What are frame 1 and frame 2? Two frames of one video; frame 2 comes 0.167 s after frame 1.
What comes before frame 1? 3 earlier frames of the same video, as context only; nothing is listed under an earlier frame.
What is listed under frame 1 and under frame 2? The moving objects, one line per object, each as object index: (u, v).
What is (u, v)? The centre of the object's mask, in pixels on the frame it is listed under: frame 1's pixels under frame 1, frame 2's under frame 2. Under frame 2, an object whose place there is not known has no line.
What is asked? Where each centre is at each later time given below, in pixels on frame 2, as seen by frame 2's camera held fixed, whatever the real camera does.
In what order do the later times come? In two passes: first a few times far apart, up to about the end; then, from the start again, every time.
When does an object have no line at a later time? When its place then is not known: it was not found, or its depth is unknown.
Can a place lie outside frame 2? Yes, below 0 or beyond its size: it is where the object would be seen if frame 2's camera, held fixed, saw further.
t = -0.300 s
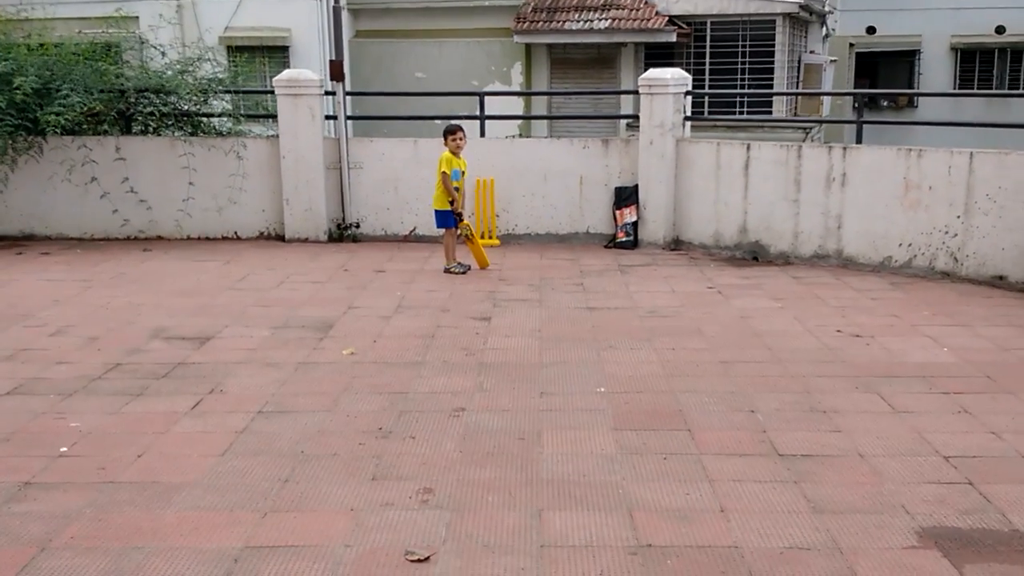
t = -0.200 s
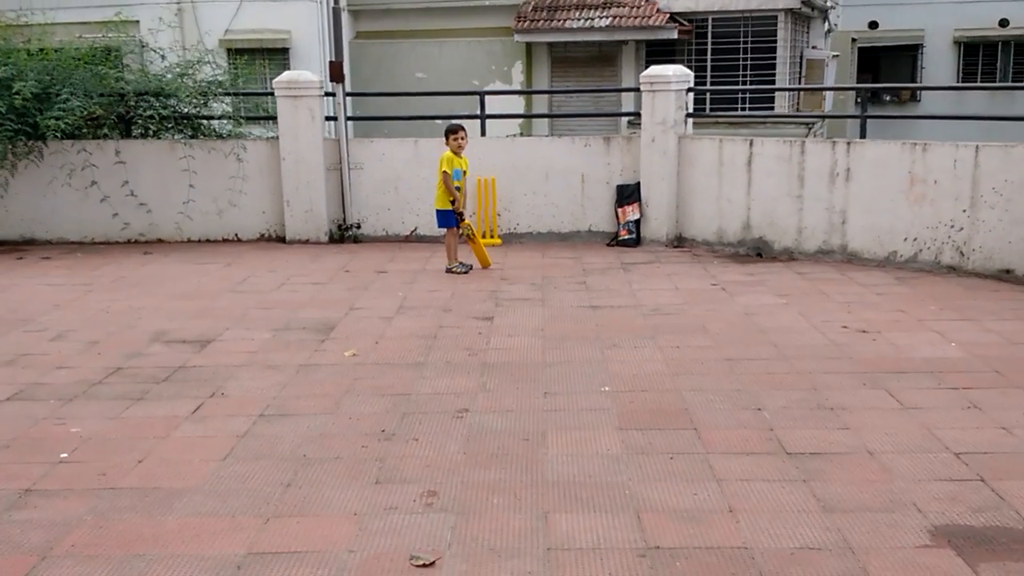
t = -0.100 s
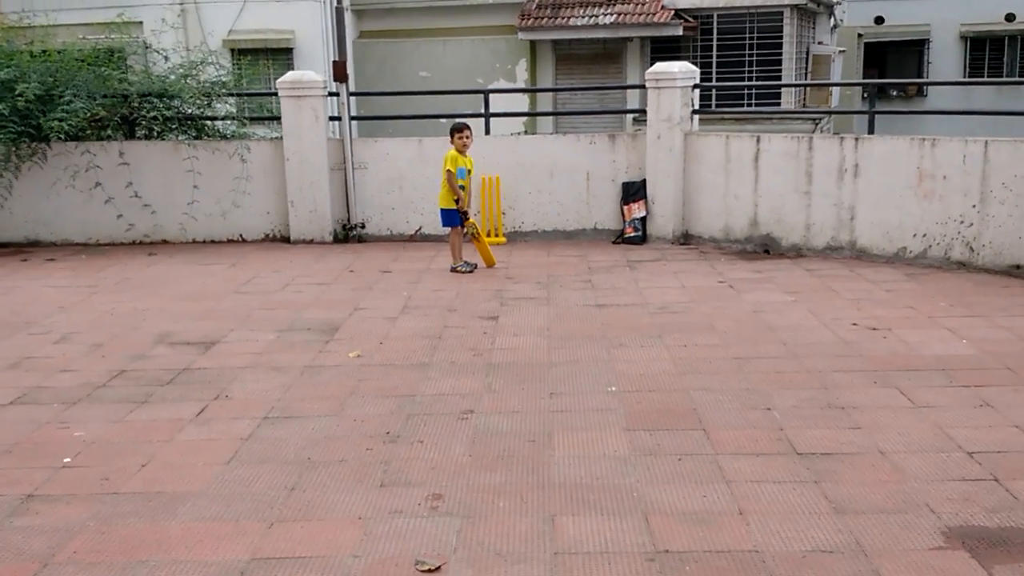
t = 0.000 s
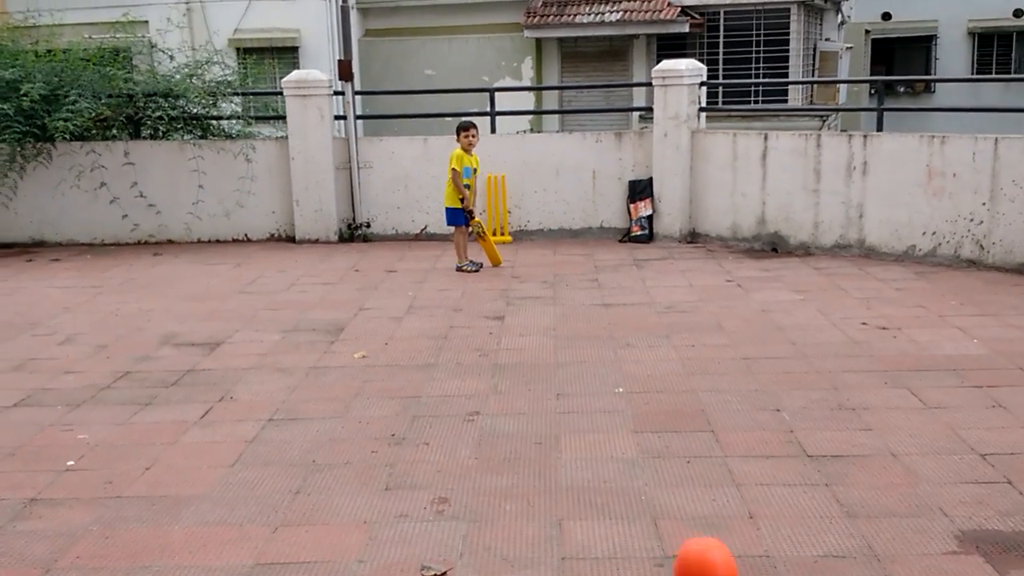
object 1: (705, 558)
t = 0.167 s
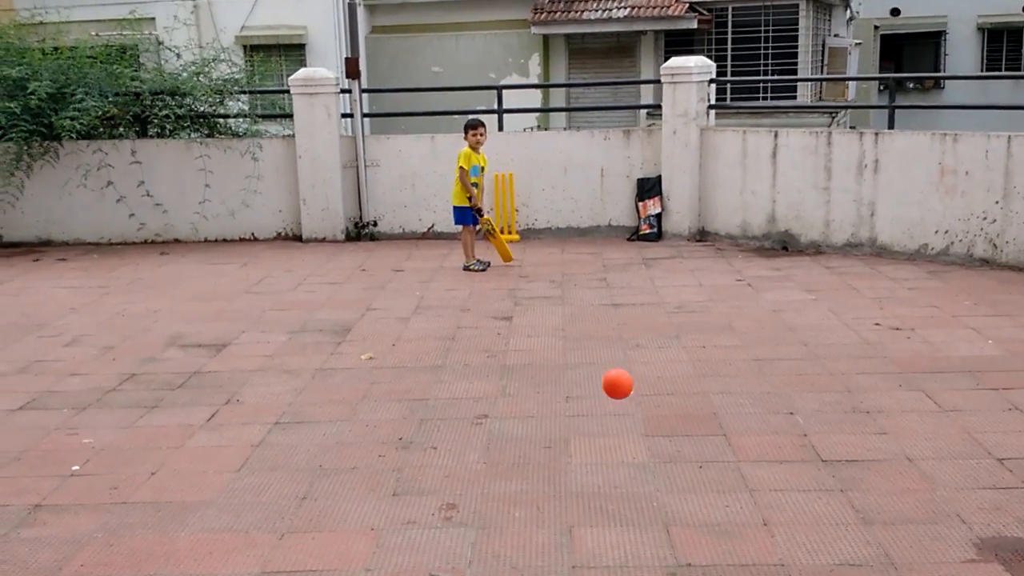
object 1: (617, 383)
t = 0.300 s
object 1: (591, 389)
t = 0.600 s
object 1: (567, 282)
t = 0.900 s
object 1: (555, 269)
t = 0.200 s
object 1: (609, 379)
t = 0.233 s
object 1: (602, 380)
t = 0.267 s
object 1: (596, 383)
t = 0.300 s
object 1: (591, 389)
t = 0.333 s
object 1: (586, 397)
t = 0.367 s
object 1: (584, 407)
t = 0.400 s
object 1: (580, 418)
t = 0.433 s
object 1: (578, 386)
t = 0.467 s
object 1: (575, 357)
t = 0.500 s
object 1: (572, 332)
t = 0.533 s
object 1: (570, 312)
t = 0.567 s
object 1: (569, 295)
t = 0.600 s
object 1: (567, 282)
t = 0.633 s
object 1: (564, 271)
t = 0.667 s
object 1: (563, 263)
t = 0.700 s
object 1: (562, 258)
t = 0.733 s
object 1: (560, 255)
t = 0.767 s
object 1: (559, 255)
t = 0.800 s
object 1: (558, 256)
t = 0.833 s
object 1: (557, 259)
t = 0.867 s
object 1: (556, 264)
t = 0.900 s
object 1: (555, 269)
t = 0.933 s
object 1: (555, 277)
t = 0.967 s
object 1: (553, 285)
